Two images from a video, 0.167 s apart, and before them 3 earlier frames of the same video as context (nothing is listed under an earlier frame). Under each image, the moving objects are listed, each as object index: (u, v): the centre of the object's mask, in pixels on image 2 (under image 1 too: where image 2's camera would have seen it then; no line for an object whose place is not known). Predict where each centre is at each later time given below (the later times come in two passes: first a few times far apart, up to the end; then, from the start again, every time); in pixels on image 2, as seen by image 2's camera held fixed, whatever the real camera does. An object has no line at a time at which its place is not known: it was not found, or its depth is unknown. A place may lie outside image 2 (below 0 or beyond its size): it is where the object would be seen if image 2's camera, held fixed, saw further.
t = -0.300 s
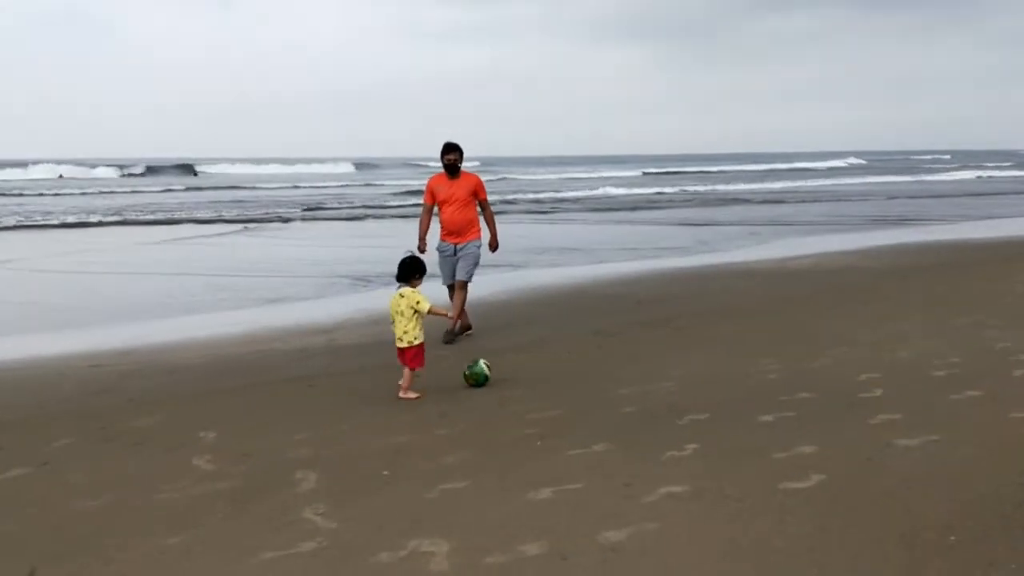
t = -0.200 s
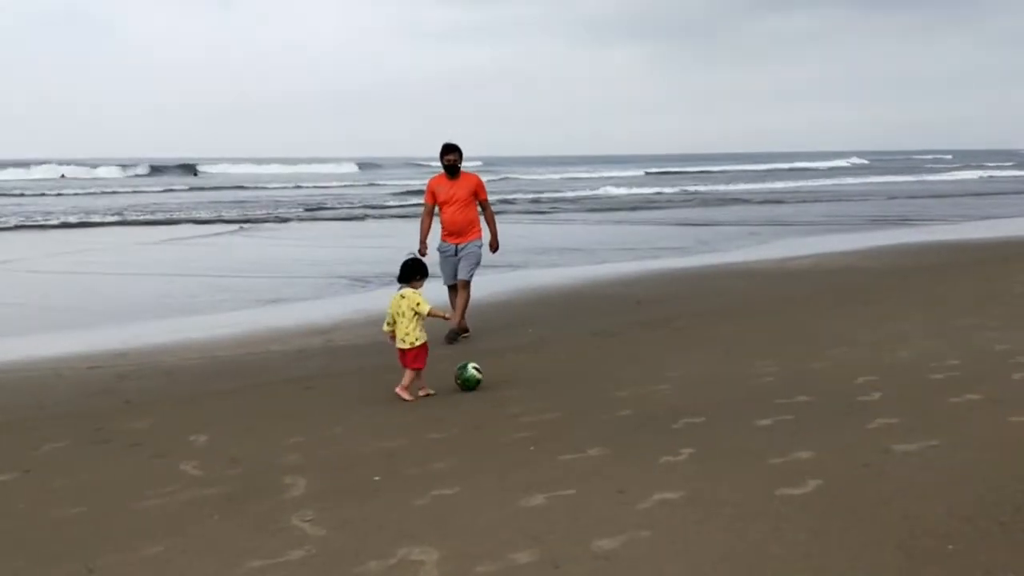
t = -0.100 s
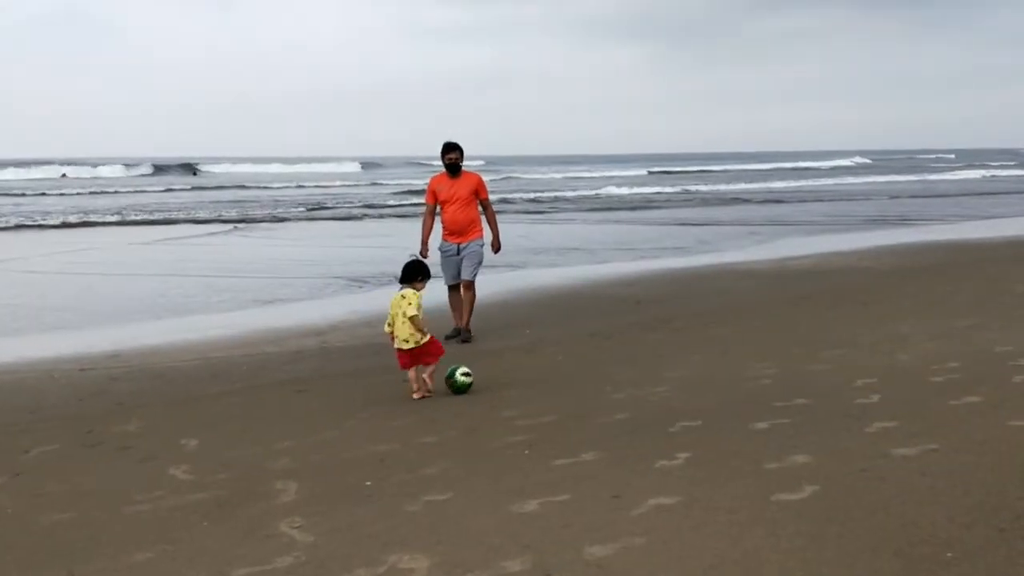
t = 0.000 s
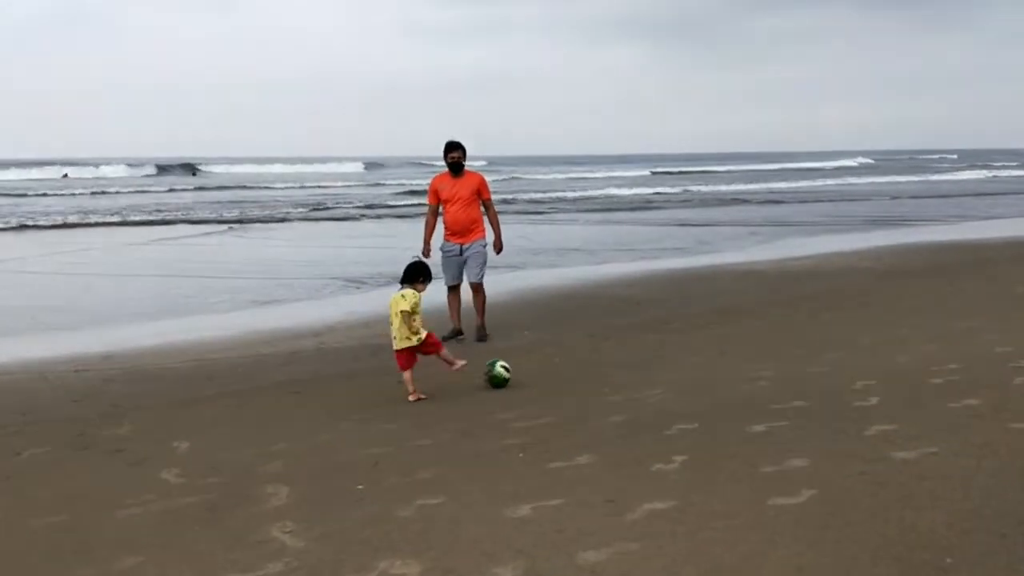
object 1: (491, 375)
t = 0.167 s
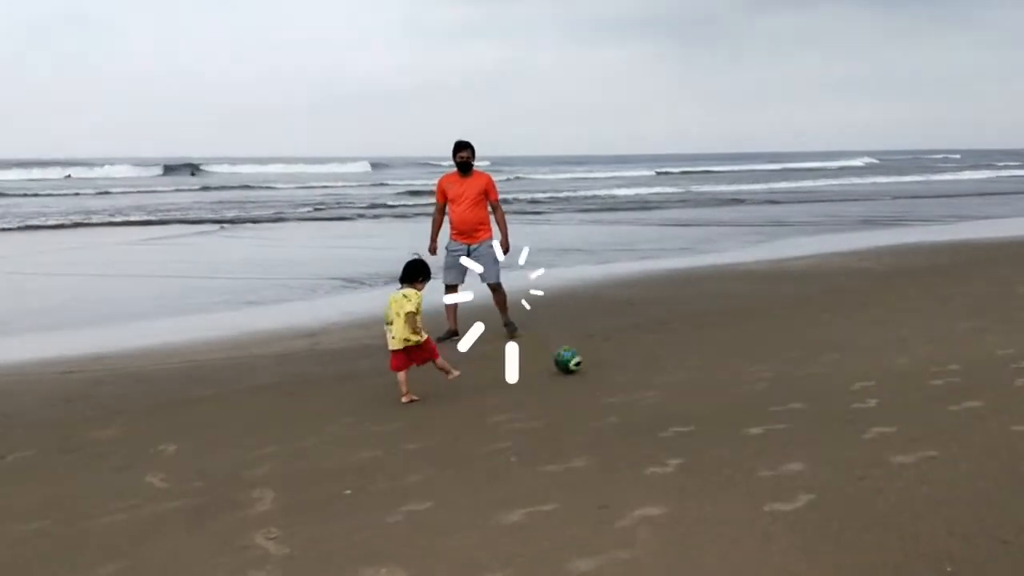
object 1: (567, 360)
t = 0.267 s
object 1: (599, 355)
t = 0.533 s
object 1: (658, 346)
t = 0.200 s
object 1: (578, 358)
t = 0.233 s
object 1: (589, 357)
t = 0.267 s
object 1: (599, 355)
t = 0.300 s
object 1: (609, 353)
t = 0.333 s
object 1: (618, 351)
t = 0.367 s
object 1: (626, 350)
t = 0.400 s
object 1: (632, 349)
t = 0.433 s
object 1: (639, 348)
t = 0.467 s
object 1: (645, 346)
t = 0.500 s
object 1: (651, 345)
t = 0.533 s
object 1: (658, 346)
